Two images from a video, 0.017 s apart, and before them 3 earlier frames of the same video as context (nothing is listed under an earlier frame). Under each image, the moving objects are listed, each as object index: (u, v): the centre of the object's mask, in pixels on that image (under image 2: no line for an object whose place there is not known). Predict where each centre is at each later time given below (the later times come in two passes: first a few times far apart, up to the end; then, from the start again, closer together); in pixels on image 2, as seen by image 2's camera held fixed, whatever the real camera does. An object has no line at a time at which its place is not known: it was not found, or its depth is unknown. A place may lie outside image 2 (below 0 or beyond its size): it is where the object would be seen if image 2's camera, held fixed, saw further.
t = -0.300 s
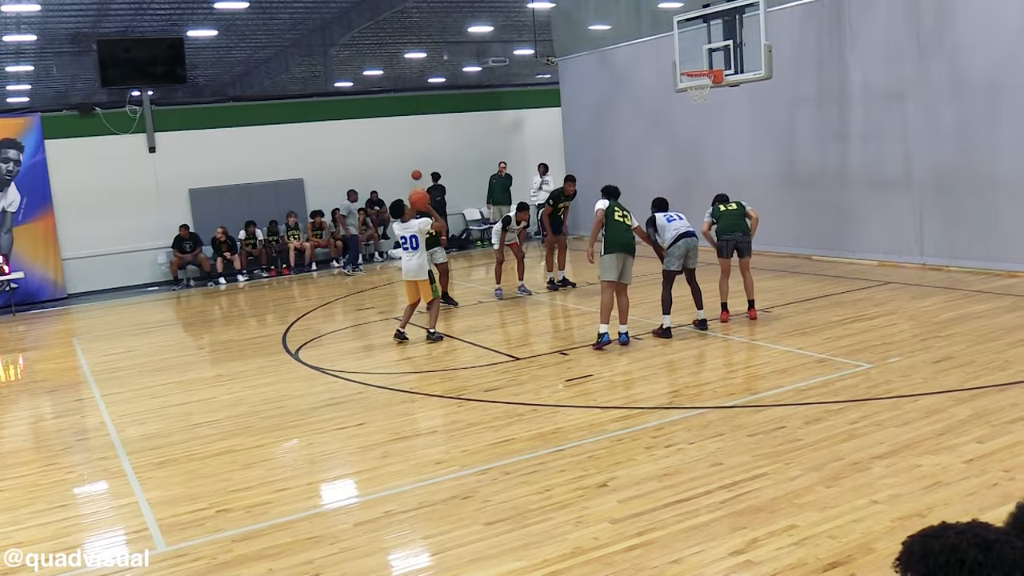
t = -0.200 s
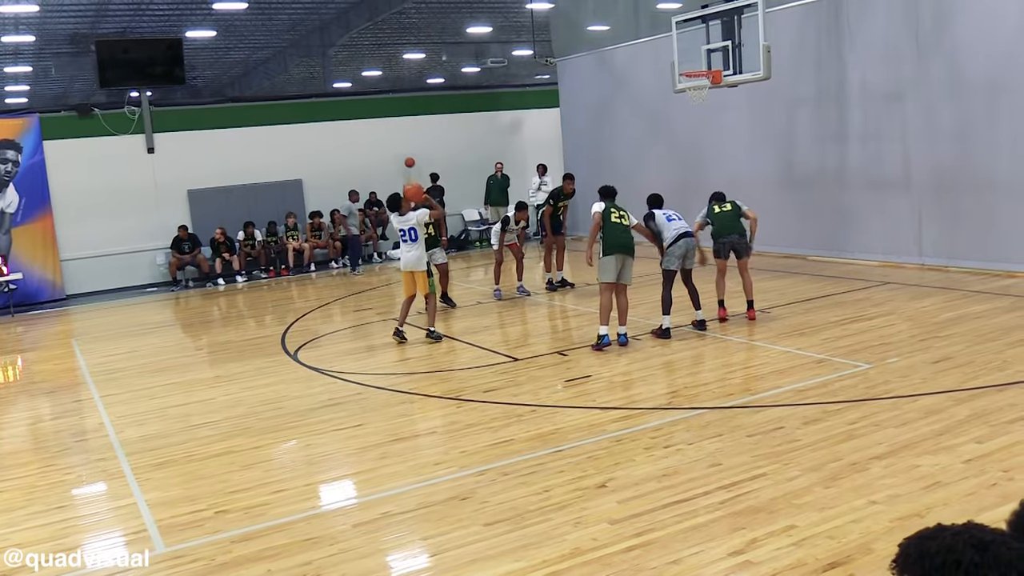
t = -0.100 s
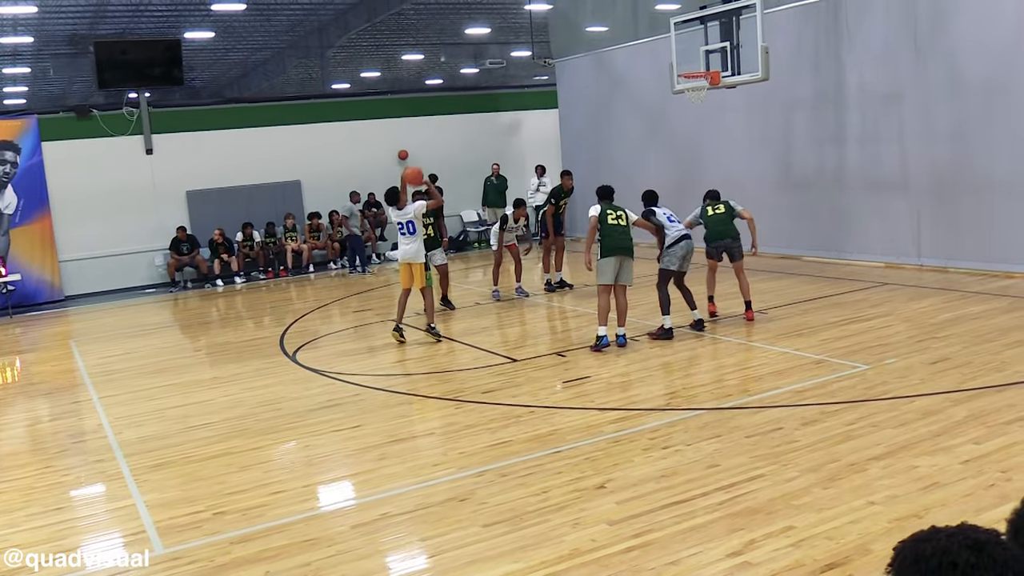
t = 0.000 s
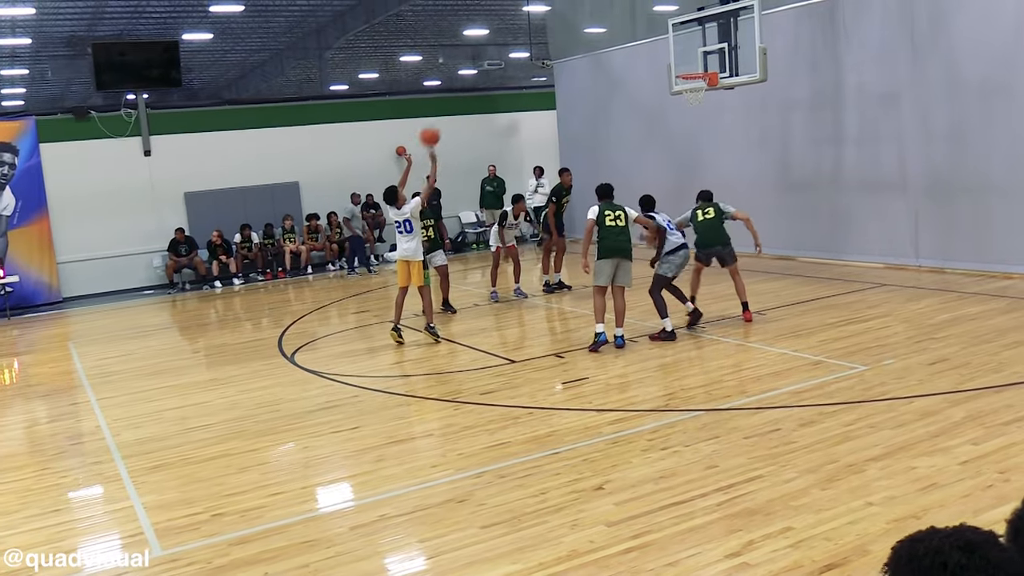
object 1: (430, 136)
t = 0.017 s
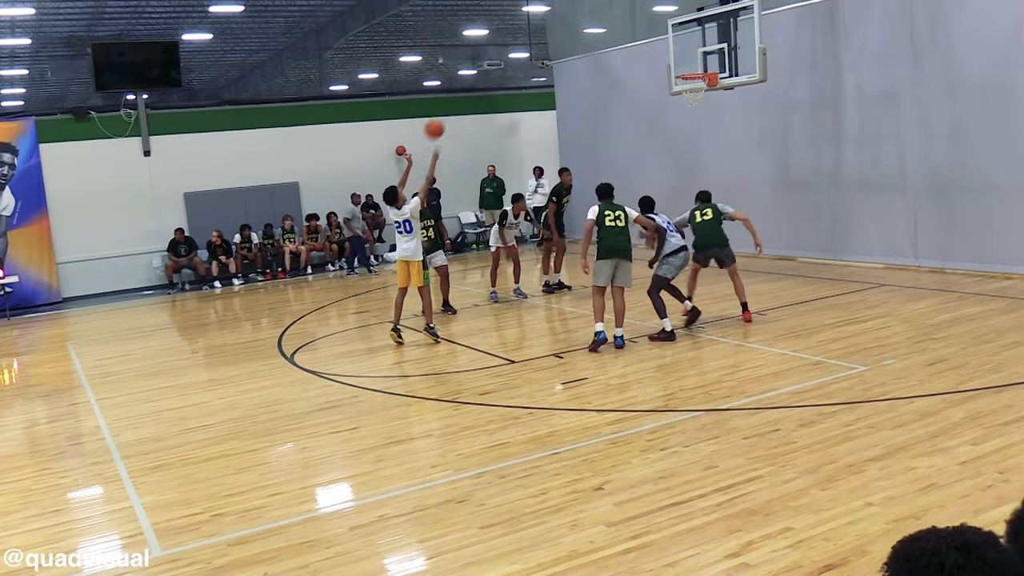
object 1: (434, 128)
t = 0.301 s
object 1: (512, 37)
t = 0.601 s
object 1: (591, 15)
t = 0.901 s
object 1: (665, 59)
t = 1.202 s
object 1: (696, 50)
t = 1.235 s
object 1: (693, 49)
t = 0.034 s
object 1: (439, 122)
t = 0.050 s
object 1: (444, 113)
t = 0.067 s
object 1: (448, 107)
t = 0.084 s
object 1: (452, 101)
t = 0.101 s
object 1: (457, 94)
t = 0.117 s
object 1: (462, 88)
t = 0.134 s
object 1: (466, 83)
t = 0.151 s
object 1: (471, 76)
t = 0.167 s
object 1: (476, 71)
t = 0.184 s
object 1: (481, 64)
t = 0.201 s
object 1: (485, 61)
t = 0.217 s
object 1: (489, 56)
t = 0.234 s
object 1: (494, 52)
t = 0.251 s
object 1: (498, 47)
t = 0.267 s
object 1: (502, 44)
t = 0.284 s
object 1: (508, 39)
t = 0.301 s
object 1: (512, 37)
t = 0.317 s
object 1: (517, 34)
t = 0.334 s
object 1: (520, 31)
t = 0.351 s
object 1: (525, 28)
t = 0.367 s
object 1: (530, 25)
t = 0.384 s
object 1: (535, 24)
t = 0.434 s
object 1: (548, 19)
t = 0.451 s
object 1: (552, 17)
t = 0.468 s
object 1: (556, 16)
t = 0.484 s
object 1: (560, 15)
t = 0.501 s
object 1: (565, 15)
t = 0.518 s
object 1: (569, 14)
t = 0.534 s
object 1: (573, 14)
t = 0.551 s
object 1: (578, 14)
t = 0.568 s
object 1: (582, 15)
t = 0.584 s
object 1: (587, 15)
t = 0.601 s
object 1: (591, 15)
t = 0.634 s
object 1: (600, 17)
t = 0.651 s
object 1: (603, 19)
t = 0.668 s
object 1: (608, 20)
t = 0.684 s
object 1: (612, 21)
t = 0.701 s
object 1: (616, 23)
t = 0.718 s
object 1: (620, 25)
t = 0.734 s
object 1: (625, 27)
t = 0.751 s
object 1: (629, 29)
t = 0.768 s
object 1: (633, 32)
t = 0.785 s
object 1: (638, 34)
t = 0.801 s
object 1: (641, 38)
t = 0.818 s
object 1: (645, 41)
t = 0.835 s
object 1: (649, 45)
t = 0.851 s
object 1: (654, 48)
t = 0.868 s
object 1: (657, 51)
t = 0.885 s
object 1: (661, 56)
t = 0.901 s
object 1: (665, 59)
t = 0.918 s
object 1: (669, 63)
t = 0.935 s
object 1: (673, 68)
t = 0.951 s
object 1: (675, 68)
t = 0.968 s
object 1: (678, 66)
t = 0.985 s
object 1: (680, 63)
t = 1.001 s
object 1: (682, 62)
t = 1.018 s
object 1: (683, 60)
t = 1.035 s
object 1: (686, 58)
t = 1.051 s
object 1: (688, 57)
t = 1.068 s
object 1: (690, 56)
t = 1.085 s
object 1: (692, 55)
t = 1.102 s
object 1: (695, 54)
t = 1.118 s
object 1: (696, 53)
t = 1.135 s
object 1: (698, 53)
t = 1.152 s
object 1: (700, 52)
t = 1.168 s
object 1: (699, 51)
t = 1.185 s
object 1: (697, 51)
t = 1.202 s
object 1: (696, 50)
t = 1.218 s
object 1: (694, 49)
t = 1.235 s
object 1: (693, 49)
